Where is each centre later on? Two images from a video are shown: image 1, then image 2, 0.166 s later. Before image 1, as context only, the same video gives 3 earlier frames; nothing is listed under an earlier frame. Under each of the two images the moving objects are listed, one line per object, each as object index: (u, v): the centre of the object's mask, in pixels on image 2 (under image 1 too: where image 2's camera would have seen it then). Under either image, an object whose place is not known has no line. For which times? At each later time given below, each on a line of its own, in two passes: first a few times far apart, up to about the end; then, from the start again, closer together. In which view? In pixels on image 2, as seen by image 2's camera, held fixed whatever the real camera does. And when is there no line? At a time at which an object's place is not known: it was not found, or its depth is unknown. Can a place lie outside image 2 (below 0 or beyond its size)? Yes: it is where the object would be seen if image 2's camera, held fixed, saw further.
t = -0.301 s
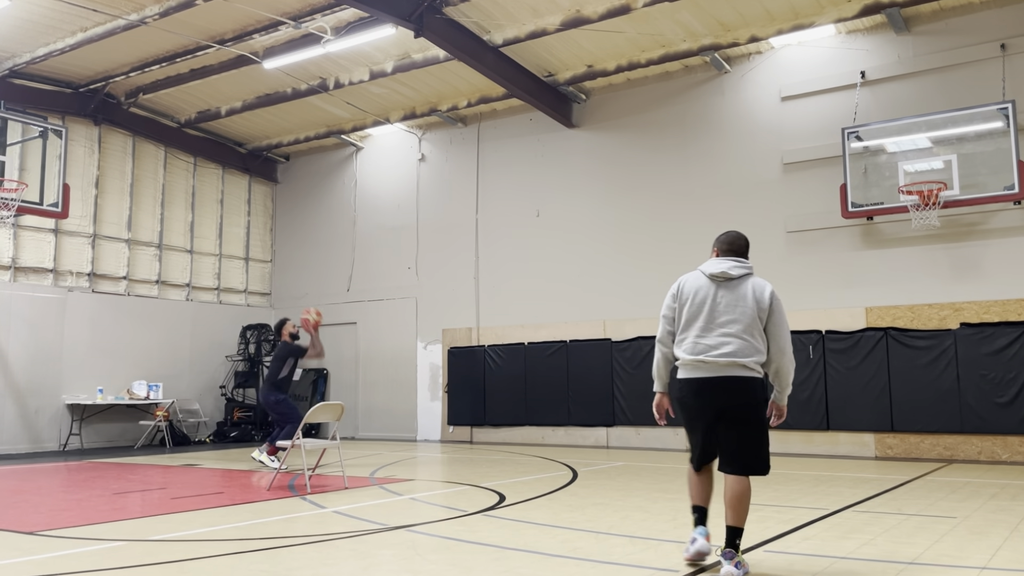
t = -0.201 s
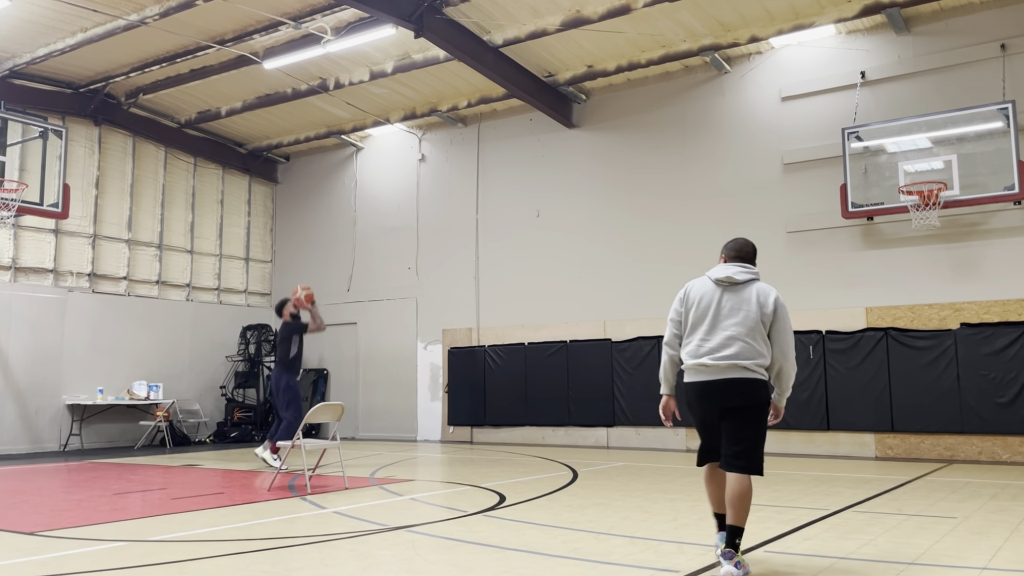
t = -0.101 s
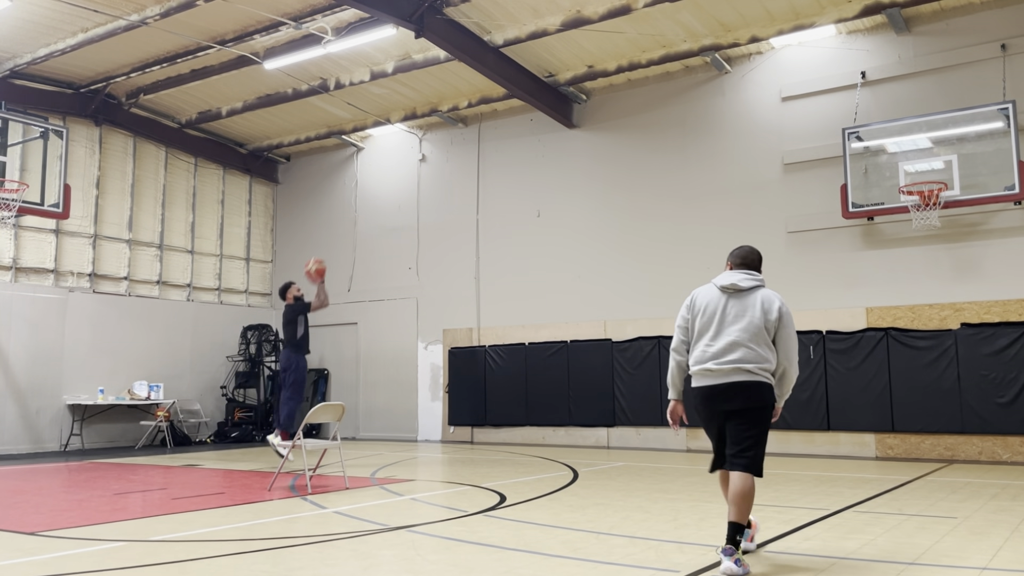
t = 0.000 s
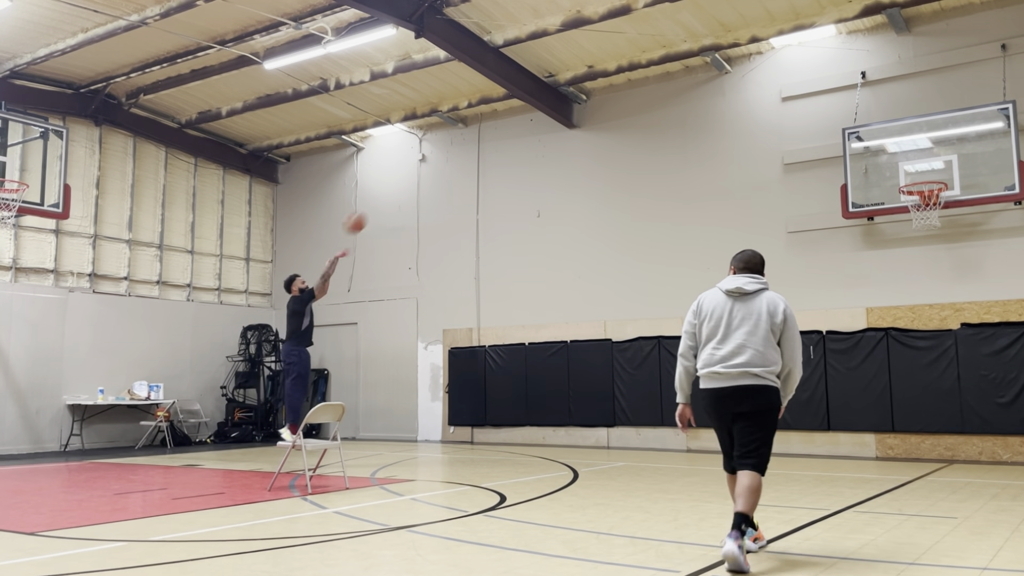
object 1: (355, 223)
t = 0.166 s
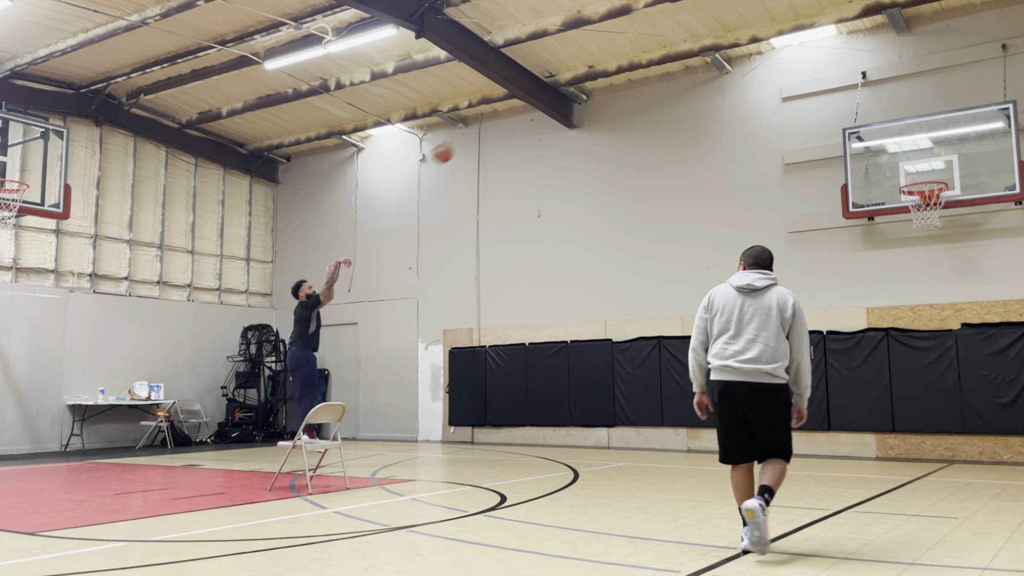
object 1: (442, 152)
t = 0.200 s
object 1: (459, 142)
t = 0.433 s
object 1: (576, 89)
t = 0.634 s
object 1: (678, 78)
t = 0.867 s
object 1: (799, 105)
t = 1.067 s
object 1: (906, 165)
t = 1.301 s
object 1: (897, 213)
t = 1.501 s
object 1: (872, 232)
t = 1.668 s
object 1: (853, 270)
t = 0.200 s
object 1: (459, 142)
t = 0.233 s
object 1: (476, 132)
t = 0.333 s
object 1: (528, 106)
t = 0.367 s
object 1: (544, 99)
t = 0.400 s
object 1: (559, 94)
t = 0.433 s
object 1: (576, 89)
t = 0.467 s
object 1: (593, 85)
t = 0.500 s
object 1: (610, 82)
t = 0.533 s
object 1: (628, 79)
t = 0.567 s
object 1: (645, 78)
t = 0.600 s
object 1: (661, 77)
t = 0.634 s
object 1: (678, 78)
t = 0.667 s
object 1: (696, 79)
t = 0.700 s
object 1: (712, 81)
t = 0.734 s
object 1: (729, 84)
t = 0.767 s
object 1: (747, 88)
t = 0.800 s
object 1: (765, 93)
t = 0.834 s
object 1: (783, 99)
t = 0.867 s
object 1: (799, 105)
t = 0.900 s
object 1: (817, 113)
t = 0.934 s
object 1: (835, 122)
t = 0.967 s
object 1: (853, 132)
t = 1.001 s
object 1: (870, 141)
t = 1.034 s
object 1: (888, 154)
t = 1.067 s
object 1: (906, 165)
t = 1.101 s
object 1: (927, 177)
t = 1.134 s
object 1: (932, 194)
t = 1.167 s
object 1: (928, 203)
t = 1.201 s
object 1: (913, 214)
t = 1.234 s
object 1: (907, 214)
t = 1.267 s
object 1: (902, 214)
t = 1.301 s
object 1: (897, 213)
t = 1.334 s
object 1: (893, 214)
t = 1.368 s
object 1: (888, 216)
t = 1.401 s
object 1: (884, 218)
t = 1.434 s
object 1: (880, 222)
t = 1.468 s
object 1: (876, 226)
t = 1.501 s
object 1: (872, 232)
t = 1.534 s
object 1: (868, 238)
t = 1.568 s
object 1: (864, 245)
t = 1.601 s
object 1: (860, 253)
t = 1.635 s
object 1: (857, 262)
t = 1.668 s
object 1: (853, 270)
